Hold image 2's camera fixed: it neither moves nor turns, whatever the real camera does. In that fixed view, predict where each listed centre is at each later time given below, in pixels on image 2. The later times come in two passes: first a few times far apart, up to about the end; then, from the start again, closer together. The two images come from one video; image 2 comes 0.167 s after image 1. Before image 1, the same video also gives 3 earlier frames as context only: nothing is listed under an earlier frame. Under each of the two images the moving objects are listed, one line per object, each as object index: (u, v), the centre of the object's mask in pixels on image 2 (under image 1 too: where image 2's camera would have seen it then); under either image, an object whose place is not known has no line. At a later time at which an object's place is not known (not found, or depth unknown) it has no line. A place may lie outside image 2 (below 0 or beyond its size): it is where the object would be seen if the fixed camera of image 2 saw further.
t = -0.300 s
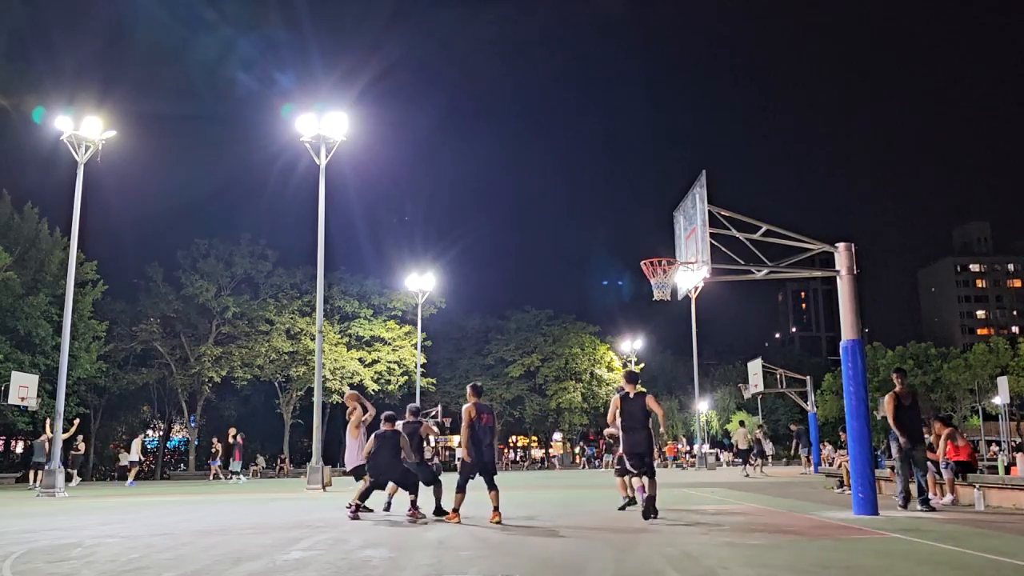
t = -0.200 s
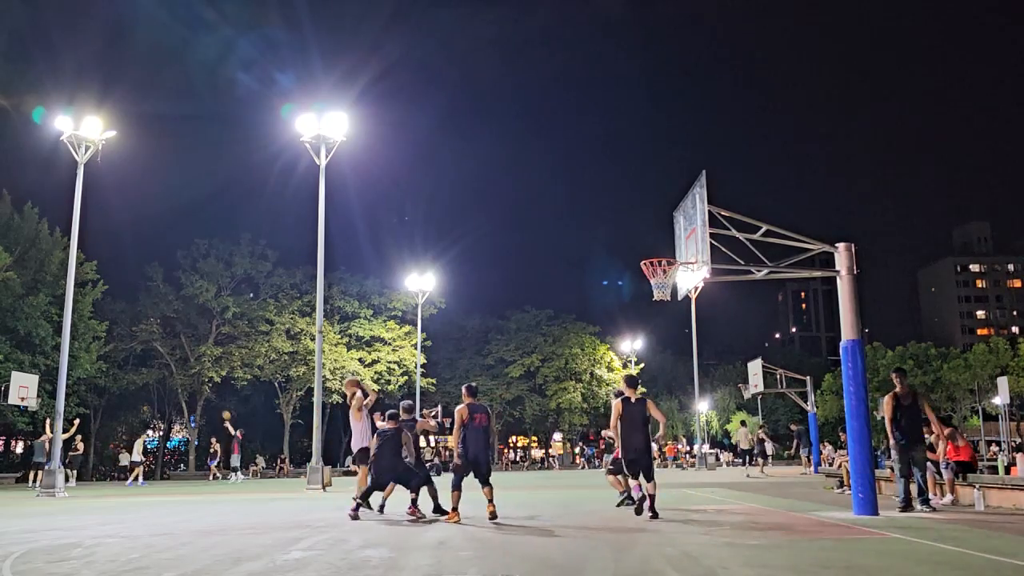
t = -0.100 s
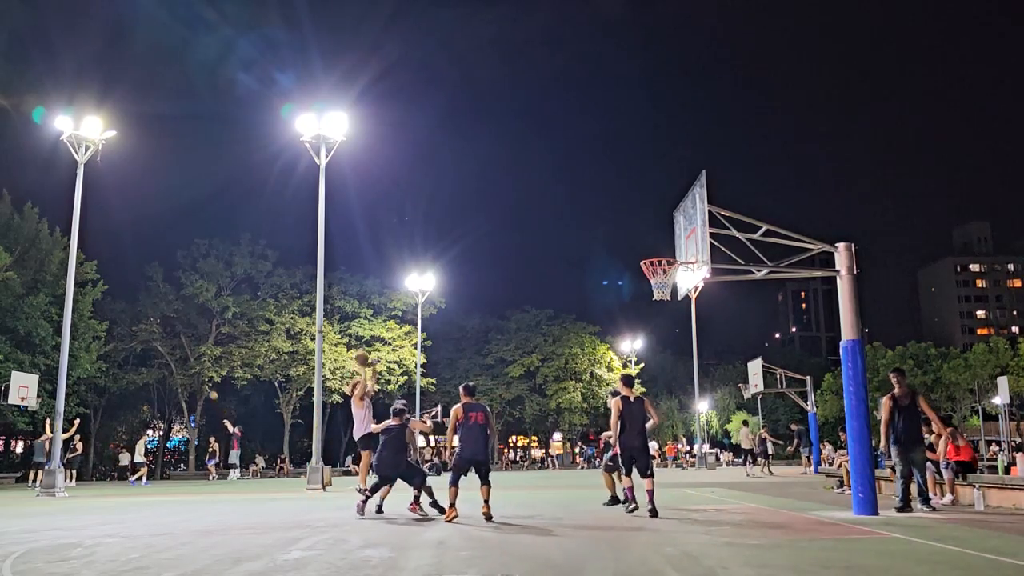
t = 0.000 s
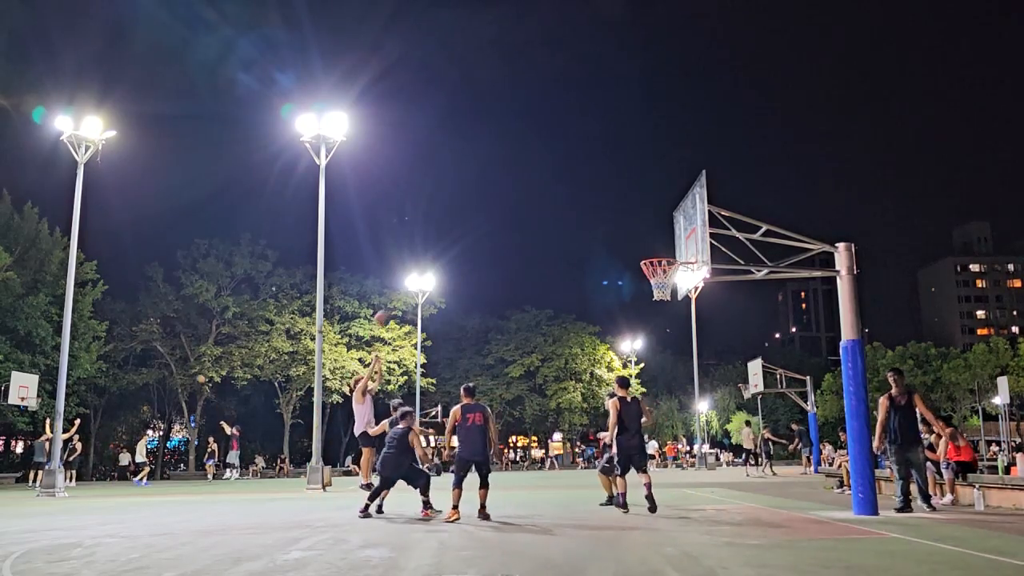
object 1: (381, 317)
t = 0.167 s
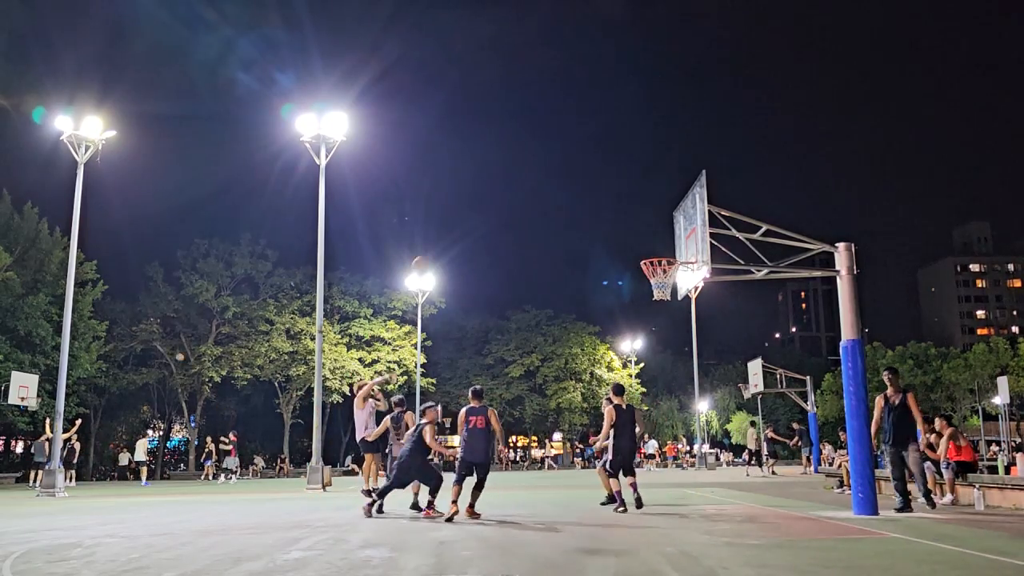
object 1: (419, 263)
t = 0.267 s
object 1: (442, 241)
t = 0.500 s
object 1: (499, 206)
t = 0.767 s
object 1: (571, 208)
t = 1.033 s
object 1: (646, 247)
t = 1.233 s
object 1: (663, 221)
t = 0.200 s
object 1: (425, 255)
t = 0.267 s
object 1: (442, 241)
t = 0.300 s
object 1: (450, 234)
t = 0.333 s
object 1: (458, 228)
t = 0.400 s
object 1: (474, 217)
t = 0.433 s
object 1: (482, 212)
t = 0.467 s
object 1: (490, 209)
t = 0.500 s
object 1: (499, 206)
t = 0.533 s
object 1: (507, 203)
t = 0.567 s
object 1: (516, 202)
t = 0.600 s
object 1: (525, 201)
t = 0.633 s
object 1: (534, 201)
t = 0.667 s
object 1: (542, 201)
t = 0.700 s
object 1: (552, 203)
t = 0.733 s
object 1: (561, 205)
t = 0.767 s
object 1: (571, 208)
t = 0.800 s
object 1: (581, 212)
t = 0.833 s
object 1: (591, 217)
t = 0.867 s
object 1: (601, 222)
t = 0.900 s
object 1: (612, 229)
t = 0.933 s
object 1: (622, 236)
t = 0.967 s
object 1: (633, 244)
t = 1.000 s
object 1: (643, 252)
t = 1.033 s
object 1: (646, 247)
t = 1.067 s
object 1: (649, 240)
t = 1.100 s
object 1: (652, 235)
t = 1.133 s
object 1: (655, 230)
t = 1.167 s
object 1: (658, 226)
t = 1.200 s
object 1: (661, 223)
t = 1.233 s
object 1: (663, 221)
